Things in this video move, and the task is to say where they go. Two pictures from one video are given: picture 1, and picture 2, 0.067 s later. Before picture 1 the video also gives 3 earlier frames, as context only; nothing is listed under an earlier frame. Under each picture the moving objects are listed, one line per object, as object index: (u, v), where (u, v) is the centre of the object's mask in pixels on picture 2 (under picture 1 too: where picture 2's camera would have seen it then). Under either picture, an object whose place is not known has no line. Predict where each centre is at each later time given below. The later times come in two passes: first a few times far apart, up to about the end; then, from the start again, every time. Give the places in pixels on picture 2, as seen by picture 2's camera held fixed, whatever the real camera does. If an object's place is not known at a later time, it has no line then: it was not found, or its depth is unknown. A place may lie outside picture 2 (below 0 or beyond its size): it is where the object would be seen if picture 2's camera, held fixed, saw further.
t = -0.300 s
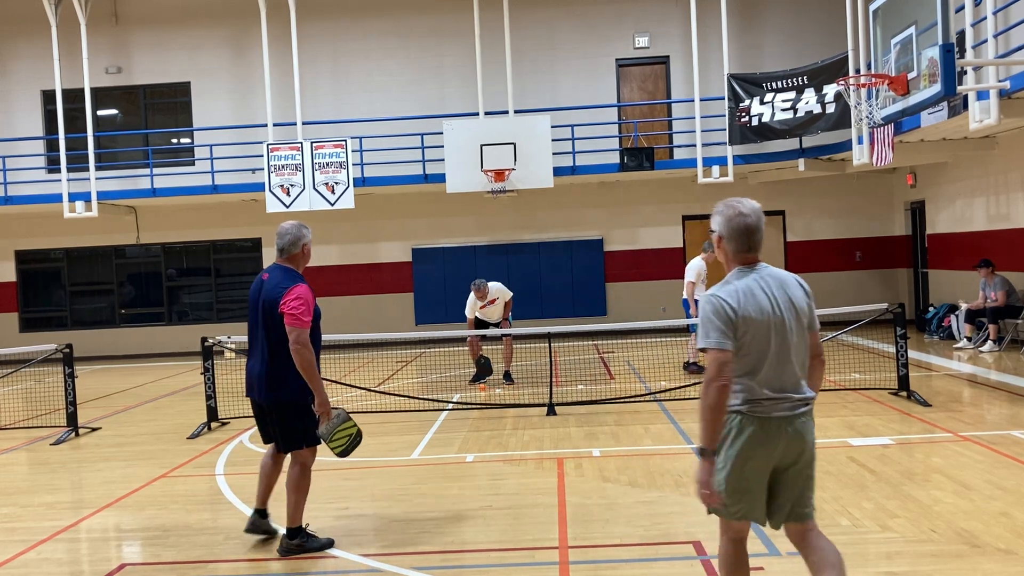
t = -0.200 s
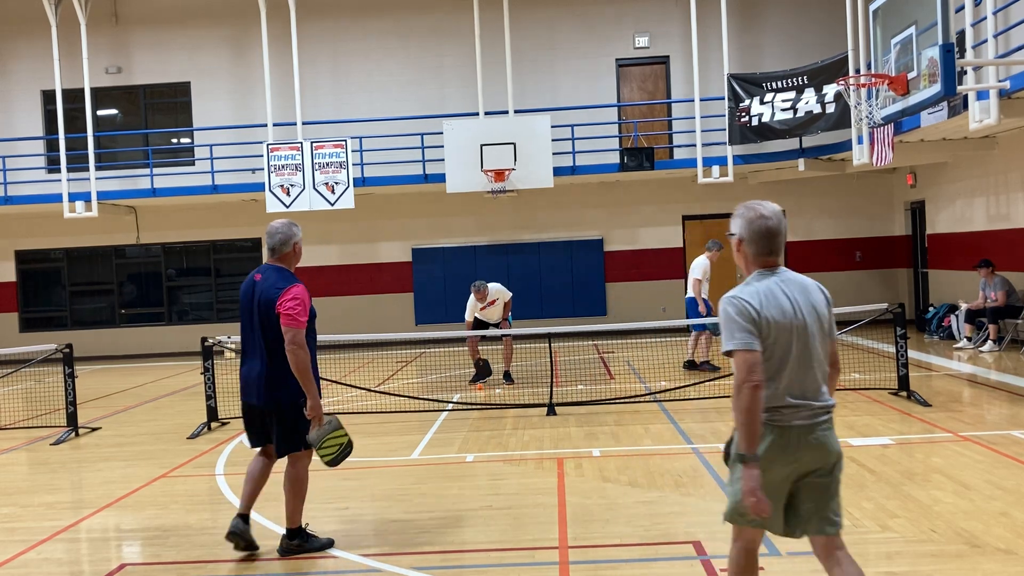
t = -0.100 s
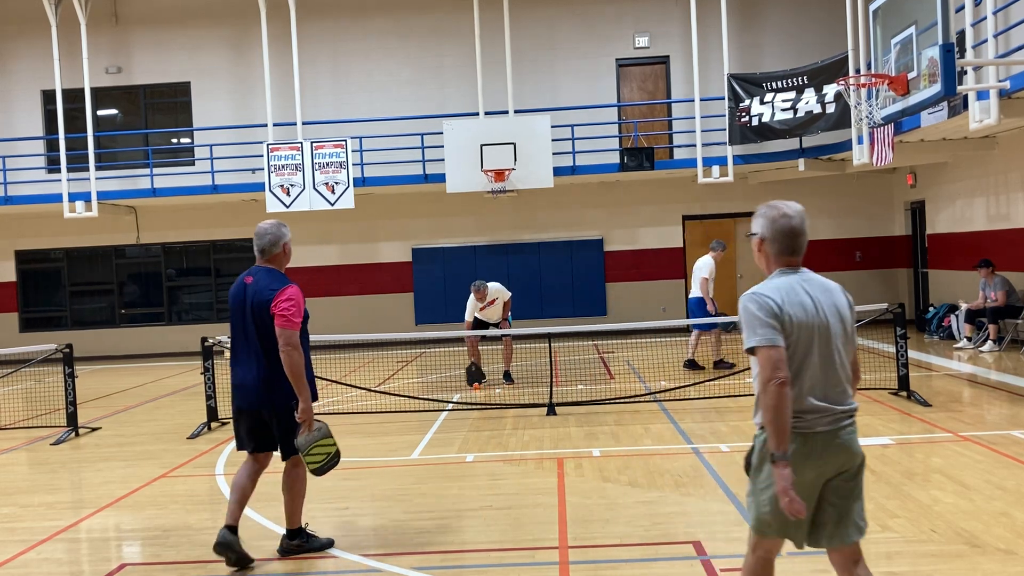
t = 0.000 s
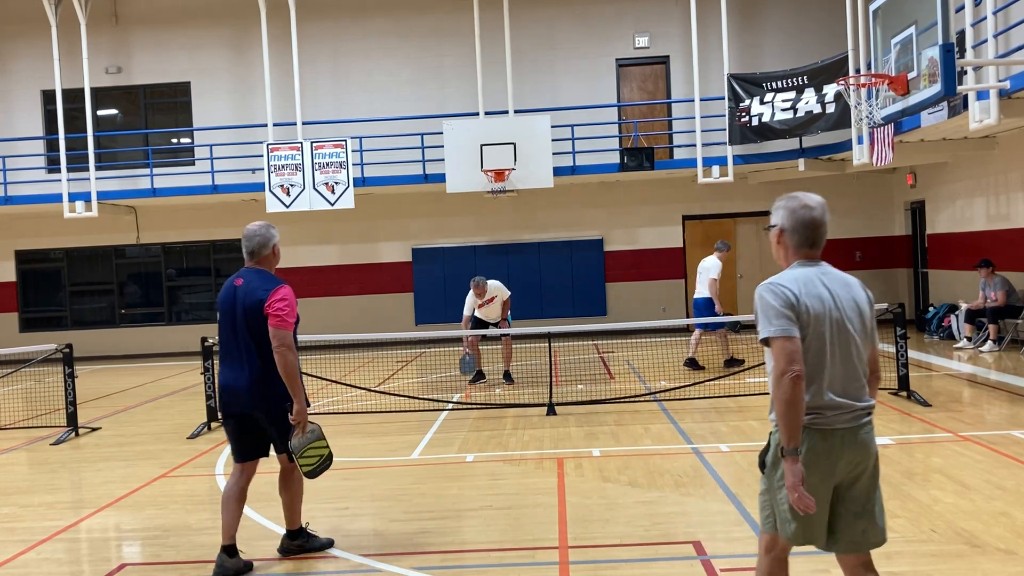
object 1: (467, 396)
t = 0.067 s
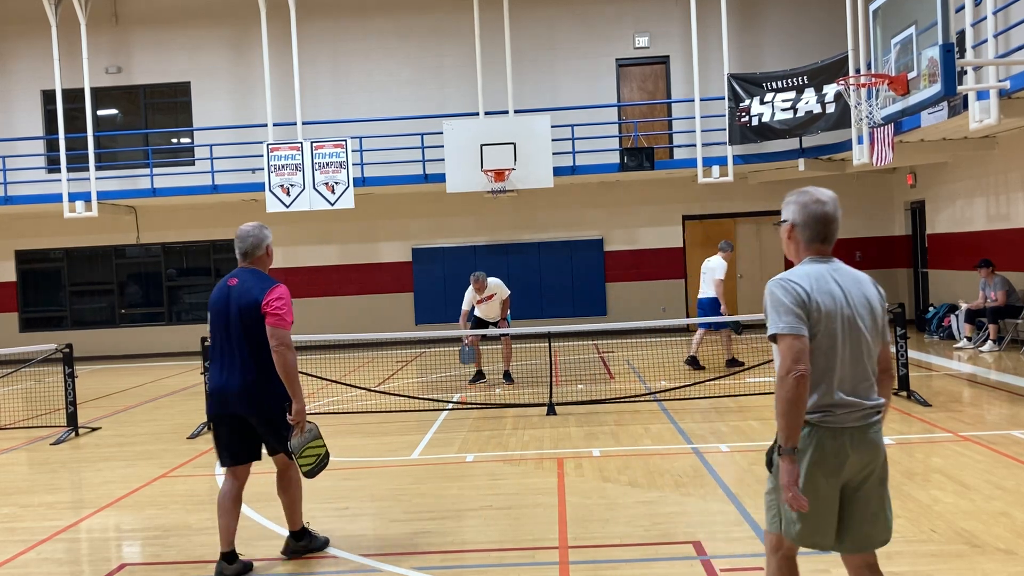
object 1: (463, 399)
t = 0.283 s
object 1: (441, 424)
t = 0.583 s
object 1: (412, 456)
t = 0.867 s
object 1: (384, 486)
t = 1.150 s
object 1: (353, 523)
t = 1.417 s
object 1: (316, 568)
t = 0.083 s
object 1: (456, 406)
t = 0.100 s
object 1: (456, 406)
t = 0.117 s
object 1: (457, 407)
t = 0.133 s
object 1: (455, 408)
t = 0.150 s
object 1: (454, 411)
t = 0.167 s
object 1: (452, 414)
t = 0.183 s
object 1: (450, 414)
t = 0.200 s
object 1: (448, 415)
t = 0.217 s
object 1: (447, 417)
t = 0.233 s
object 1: (446, 418)
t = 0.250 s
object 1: (444, 420)
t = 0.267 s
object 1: (442, 422)
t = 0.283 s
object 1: (441, 424)
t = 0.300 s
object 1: (439, 425)
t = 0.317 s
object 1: (437, 427)
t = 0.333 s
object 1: (436, 429)
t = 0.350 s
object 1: (434, 431)
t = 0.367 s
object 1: (432, 432)
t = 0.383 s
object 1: (431, 434)
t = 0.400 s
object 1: (430, 436)
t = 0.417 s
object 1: (428, 438)
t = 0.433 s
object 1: (426, 439)
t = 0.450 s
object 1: (424, 441)
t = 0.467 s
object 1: (423, 443)
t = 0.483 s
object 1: (422, 445)
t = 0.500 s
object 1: (420, 447)
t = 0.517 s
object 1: (418, 448)
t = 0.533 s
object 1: (416, 450)
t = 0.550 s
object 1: (415, 452)
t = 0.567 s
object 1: (414, 453)
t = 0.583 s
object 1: (412, 456)
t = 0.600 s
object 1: (410, 457)
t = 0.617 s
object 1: (409, 459)
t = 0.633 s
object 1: (407, 461)
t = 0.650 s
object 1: (405, 463)
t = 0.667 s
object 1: (404, 465)
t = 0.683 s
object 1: (402, 466)
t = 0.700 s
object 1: (401, 468)
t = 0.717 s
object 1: (399, 469)
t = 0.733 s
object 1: (398, 471)
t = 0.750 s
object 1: (396, 473)
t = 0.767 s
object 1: (394, 475)
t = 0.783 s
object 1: (393, 476)
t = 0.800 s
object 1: (391, 479)
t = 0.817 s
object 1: (390, 480)
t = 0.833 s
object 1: (388, 482)
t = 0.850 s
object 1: (386, 484)
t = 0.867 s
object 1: (384, 486)
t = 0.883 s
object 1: (383, 488)
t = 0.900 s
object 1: (381, 490)
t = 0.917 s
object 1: (379, 492)
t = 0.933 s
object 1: (377, 495)
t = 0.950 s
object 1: (376, 497)
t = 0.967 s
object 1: (374, 499)
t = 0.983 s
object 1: (372, 501)
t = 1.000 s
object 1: (370, 503)
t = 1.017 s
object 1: (368, 505)
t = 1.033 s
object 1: (366, 507)
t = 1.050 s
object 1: (365, 509)
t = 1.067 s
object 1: (362, 512)
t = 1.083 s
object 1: (360, 514)
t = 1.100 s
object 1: (359, 516)
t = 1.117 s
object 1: (357, 519)
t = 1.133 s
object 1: (355, 521)
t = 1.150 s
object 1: (353, 523)
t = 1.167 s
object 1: (351, 526)
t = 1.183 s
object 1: (348, 529)
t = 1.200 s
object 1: (347, 531)
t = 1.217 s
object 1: (344, 534)
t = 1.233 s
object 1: (342, 536)
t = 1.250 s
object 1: (340, 539)
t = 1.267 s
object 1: (338, 541)
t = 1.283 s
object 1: (336, 544)
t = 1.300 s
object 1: (333, 547)
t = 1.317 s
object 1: (331, 550)
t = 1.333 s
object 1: (328, 553)
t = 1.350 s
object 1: (326, 556)
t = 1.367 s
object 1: (324, 559)
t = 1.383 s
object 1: (321, 562)
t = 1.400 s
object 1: (319, 564)
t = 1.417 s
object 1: (316, 568)
